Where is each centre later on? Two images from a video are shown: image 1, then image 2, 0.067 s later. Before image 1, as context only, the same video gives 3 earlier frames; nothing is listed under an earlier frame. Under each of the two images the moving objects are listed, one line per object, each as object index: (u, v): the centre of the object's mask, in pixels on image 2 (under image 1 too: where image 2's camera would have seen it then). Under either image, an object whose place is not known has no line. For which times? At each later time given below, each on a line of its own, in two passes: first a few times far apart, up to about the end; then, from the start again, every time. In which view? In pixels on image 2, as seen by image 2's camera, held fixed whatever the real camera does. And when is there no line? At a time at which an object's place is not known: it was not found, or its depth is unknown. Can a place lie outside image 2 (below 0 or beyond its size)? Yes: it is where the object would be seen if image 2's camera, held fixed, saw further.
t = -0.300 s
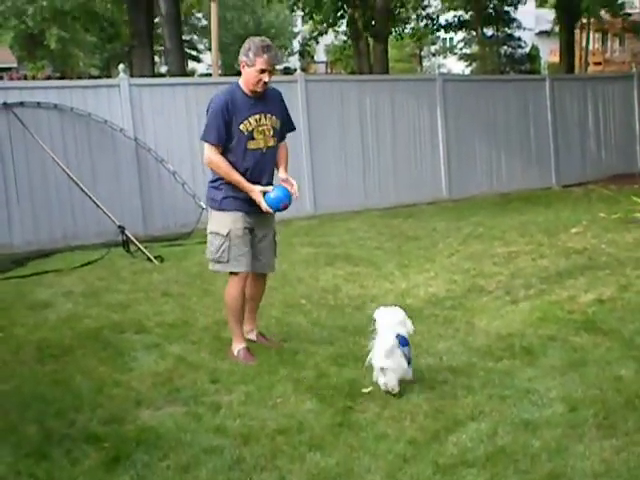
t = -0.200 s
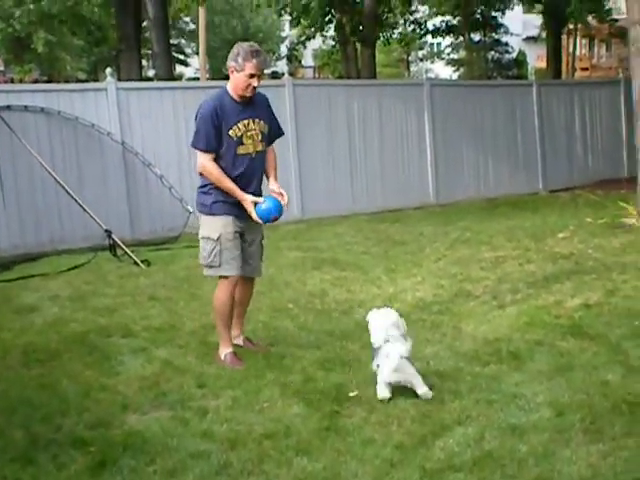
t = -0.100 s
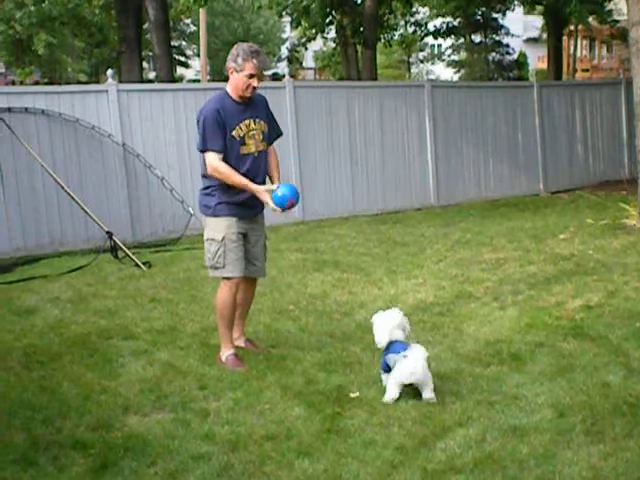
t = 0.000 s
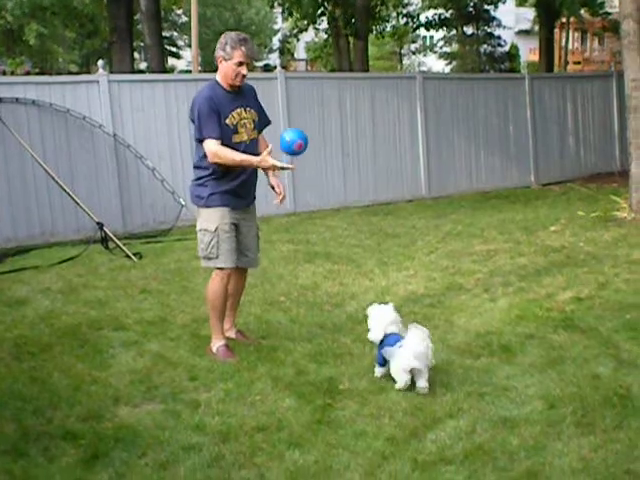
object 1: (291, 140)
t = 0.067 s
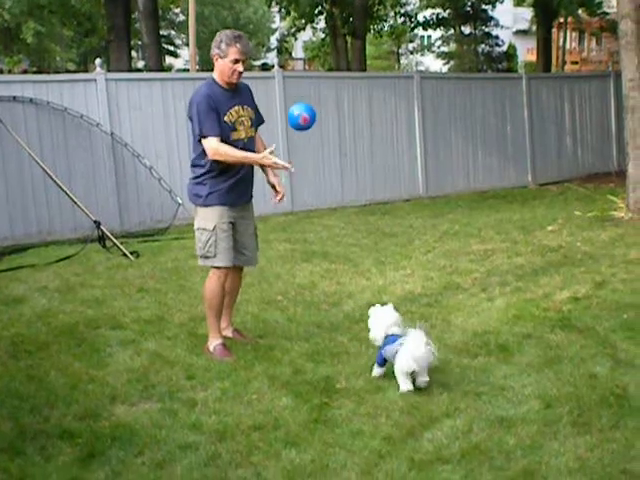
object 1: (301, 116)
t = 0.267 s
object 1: (329, 91)
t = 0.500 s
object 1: (362, 155)
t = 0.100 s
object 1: (306, 107)
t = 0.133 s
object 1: (311, 99)
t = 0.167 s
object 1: (315, 94)
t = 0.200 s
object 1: (320, 91)
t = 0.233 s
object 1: (325, 90)
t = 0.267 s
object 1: (329, 91)
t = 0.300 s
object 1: (334, 93)
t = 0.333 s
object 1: (339, 99)
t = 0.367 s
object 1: (343, 106)
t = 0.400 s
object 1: (348, 115)
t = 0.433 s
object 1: (353, 126)
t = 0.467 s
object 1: (358, 140)
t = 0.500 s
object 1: (362, 155)
